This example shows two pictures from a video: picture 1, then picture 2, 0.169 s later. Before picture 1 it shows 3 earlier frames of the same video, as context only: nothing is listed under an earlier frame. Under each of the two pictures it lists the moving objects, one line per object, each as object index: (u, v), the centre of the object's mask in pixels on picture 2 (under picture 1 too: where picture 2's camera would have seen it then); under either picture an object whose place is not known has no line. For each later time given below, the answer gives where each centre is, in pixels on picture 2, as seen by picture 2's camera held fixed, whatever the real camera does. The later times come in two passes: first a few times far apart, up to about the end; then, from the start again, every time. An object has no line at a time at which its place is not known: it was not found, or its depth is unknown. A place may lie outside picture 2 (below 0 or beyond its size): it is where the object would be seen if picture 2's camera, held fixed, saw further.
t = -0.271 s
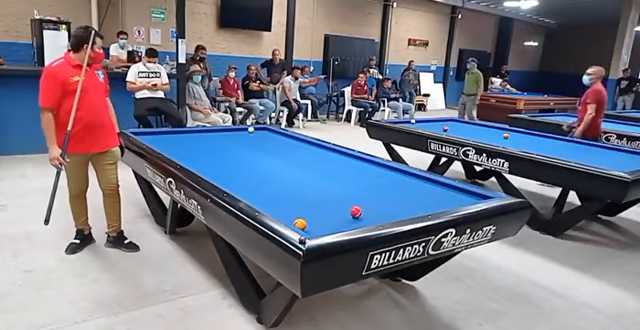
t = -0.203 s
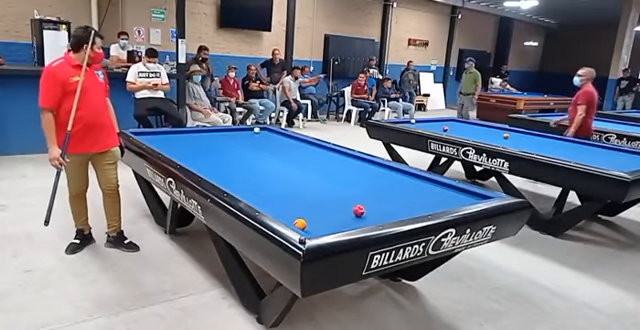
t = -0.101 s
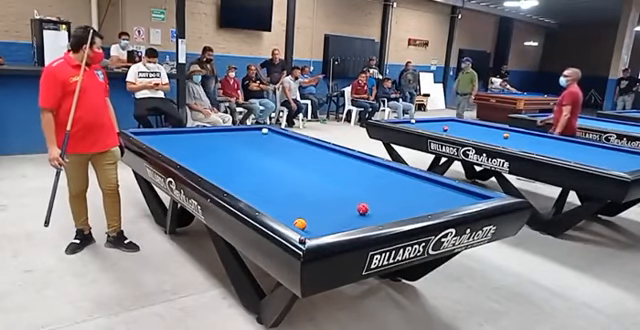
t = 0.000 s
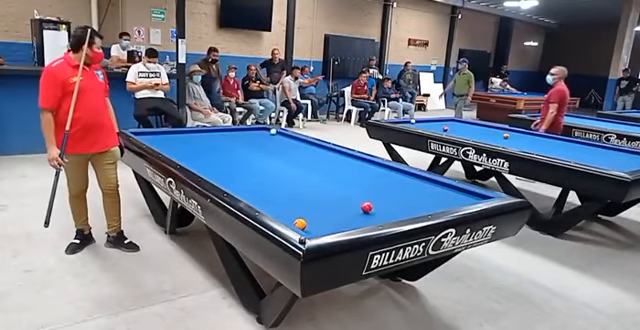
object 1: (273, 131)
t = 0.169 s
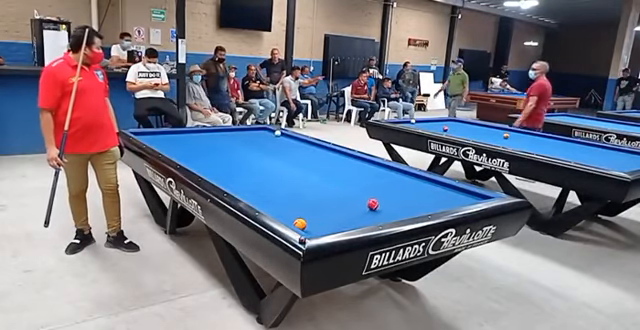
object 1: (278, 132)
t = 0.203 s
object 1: (277, 133)
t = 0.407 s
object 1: (278, 135)
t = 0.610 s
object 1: (278, 137)
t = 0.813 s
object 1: (277, 140)
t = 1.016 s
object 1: (277, 142)
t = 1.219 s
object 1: (276, 144)
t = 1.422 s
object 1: (276, 147)
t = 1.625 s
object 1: (276, 151)
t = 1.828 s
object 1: (275, 154)
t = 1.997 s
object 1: (275, 157)
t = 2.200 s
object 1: (275, 160)
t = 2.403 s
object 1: (274, 164)
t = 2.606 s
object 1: (274, 167)
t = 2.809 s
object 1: (274, 171)
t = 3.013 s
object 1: (273, 175)
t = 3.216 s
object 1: (273, 179)
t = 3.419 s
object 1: (273, 184)
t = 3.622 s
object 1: (272, 188)
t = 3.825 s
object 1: (272, 193)
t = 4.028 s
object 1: (272, 198)
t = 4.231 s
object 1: (271, 202)
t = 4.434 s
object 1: (271, 207)
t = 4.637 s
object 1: (278, 210)
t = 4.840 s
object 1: (287, 214)
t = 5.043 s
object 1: (297, 215)
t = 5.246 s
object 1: (308, 219)
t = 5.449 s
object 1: (317, 222)
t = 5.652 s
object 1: (327, 225)
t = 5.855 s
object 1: (336, 226)
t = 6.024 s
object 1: (337, 225)
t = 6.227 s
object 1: (336, 223)
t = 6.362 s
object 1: (335, 223)
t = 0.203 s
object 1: (277, 133)
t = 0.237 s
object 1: (277, 133)
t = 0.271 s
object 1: (277, 134)
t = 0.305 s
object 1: (277, 134)
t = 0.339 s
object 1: (277, 134)
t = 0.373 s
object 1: (278, 134)
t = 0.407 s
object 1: (278, 135)
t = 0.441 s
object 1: (278, 135)
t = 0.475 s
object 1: (278, 135)
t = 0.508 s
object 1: (278, 135)
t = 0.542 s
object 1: (278, 136)
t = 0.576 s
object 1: (278, 136)
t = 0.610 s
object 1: (278, 137)
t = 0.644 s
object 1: (277, 137)
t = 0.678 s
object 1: (277, 137)
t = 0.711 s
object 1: (277, 138)
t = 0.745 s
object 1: (277, 138)
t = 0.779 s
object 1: (277, 139)
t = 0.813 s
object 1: (277, 140)
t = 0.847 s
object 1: (277, 140)
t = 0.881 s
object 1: (277, 140)
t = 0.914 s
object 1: (277, 141)
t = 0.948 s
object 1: (276, 141)
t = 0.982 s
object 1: (277, 142)
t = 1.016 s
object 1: (277, 142)
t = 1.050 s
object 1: (277, 142)
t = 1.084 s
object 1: (276, 143)
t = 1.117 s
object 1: (276, 143)
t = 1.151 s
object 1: (276, 144)
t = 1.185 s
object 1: (276, 144)
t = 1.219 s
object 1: (276, 144)
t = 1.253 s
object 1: (276, 145)
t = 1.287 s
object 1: (276, 145)
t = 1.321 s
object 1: (276, 146)
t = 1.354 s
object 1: (276, 146)
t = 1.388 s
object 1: (276, 147)
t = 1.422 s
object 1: (276, 147)
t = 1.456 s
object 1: (276, 148)
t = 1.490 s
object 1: (276, 149)
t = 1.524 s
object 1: (276, 149)
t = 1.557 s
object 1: (276, 150)
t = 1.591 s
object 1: (276, 151)
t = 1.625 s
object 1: (276, 151)
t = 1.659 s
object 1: (276, 151)
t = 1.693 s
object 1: (276, 152)
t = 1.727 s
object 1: (276, 152)
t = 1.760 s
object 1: (276, 153)
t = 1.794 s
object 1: (275, 153)
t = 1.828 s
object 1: (275, 154)
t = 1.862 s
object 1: (275, 155)
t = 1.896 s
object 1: (275, 155)
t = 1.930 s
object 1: (275, 156)
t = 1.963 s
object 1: (275, 156)
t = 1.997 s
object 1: (275, 157)
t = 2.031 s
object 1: (275, 157)
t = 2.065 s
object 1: (275, 158)
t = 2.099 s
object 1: (275, 158)
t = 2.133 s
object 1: (275, 159)
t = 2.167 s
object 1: (275, 159)
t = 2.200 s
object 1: (275, 160)
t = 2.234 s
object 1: (275, 161)
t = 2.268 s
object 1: (275, 161)
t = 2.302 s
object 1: (275, 162)
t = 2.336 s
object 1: (274, 162)
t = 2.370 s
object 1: (274, 163)
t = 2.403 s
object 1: (274, 164)
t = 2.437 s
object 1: (275, 164)
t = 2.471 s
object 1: (274, 165)
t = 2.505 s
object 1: (274, 165)
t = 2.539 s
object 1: (274, 166)
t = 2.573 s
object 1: (274, 167)
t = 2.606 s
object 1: (274, 167)
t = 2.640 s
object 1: (274, 168)
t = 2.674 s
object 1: (274, 169)
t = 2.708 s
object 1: (274, 169)
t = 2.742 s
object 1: (274, 170)
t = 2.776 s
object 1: (274, 170)
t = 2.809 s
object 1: (274, 171)
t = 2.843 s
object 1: (274, 172)
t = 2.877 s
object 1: (274, 172)
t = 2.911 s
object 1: (273, 173)
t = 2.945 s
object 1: (274, 174)
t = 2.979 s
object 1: (273, 174)
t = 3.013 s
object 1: (273, 175)
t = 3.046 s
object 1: (273, 176)
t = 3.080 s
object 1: (273, 176)
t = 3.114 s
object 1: (273, 177)
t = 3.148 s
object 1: (273, 177)
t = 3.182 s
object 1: (273, 178)
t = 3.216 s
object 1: (273, 179)
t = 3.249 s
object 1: (273, 180)
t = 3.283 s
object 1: (273, 181)
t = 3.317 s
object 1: (273, 181)
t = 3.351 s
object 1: (273, 182)
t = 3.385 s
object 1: (273, 183)
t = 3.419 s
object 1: (273, 184)
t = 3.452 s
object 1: (273, 184)
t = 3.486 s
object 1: (273, 185)
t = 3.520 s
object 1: (273, 186)
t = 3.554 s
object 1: (273, 186)
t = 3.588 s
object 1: (273, 187)
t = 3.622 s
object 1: (272, 188)
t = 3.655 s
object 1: (272, 188)
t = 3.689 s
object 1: (272, 189)
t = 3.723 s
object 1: (272, 190)
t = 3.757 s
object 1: (272, 191)
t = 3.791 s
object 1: (272, 192)
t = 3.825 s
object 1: (272, 193)
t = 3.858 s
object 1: (272, 194)
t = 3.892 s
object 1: (272, 194)
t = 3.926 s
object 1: (272, 195)
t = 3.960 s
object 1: (272, 196)
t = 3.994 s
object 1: (272, 197)
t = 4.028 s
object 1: (272, 198)
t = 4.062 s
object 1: (272, 198)
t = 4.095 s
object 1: (271, 199)
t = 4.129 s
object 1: (271, 200)
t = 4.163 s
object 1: (272, 201)
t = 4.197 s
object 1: (271, 202)
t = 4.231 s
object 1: (271, 202)
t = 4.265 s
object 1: (271, 203)
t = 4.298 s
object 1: (271, 204)
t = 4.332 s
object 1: (271, 205)
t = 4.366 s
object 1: (271, 206)
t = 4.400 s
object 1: (271, 206)
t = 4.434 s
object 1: (271, 207)
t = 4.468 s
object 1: (271, 207)
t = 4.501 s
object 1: (271, 208)
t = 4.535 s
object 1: (273, 208)
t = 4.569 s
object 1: (275, 209)
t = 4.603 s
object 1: (276, 210)
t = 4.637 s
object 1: (278, 210)
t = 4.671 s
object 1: (279, 211)
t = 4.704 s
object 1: (281, 212)
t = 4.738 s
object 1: (282, 212)
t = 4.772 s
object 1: (284, 213)
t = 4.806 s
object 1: (286, 214)
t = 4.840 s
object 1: (287, 214)
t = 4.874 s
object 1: (289, 215)
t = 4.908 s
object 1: (291, 215)
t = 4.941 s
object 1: (292, 215)
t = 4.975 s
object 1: (294, 215)
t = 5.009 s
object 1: (295, 215)
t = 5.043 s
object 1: (297, 215)
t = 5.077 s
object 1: (299, 215)
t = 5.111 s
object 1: (301, 216)
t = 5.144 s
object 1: (303, 216)
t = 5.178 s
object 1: (305, 217)
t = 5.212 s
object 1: (306, 218)
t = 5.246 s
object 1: (308, 219)
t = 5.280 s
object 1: (310, 220)
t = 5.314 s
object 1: (311, 220)
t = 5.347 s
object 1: (312, 221)
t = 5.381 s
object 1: (314, 221)
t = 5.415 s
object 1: (316, 222)
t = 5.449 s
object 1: (317, 222)
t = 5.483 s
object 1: (319, 223)
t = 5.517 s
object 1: (321, 223)
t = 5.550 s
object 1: (322, 224)
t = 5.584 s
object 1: (324, 224)
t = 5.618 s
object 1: (325, 224)
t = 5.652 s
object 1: (327, 225)
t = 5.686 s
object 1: (328, 225)
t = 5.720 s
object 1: (330, 225)
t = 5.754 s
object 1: (332, 225)
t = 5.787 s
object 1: (333, 225)
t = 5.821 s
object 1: (334, 225)
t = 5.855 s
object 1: (336, 226)
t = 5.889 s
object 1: (337, 226)
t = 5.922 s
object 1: (337, 226)
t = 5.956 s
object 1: (337, 225)
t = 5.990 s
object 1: (337, 225)
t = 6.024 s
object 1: (337, 225)
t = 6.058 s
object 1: (337, 225)
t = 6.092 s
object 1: (337, 224)
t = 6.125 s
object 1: (337, 224)
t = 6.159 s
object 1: (336, 224)
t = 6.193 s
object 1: (336, 223)
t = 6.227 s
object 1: (336, 223)
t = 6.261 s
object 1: (336, 223)
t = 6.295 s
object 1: (335, 223)
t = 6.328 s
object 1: (335, 223)
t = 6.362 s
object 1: (335, 223)
